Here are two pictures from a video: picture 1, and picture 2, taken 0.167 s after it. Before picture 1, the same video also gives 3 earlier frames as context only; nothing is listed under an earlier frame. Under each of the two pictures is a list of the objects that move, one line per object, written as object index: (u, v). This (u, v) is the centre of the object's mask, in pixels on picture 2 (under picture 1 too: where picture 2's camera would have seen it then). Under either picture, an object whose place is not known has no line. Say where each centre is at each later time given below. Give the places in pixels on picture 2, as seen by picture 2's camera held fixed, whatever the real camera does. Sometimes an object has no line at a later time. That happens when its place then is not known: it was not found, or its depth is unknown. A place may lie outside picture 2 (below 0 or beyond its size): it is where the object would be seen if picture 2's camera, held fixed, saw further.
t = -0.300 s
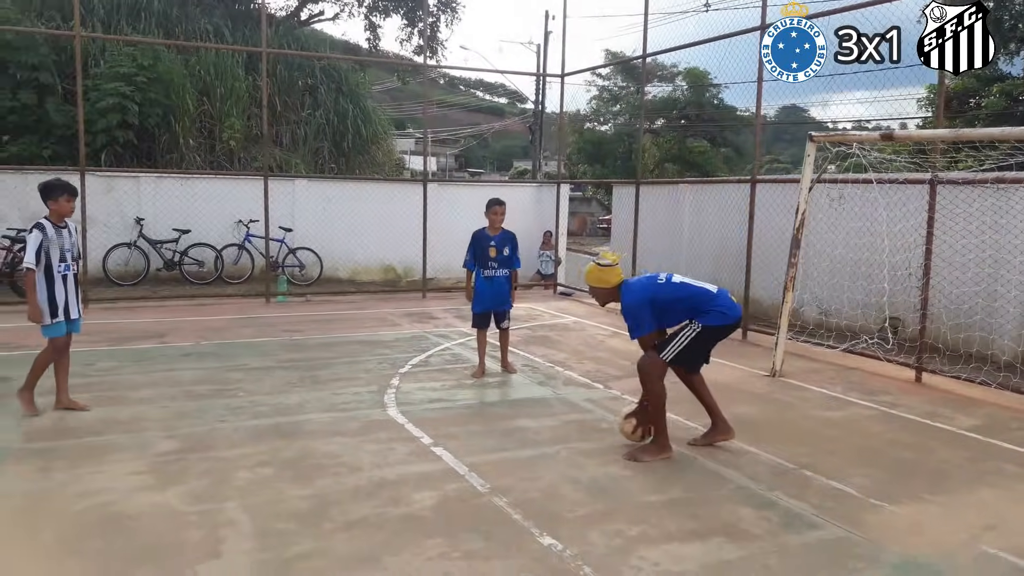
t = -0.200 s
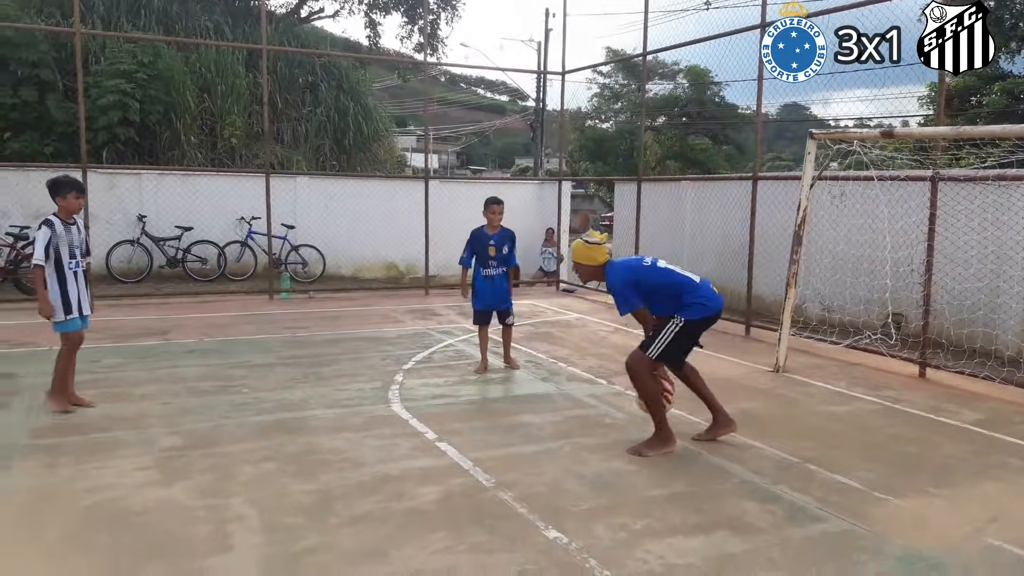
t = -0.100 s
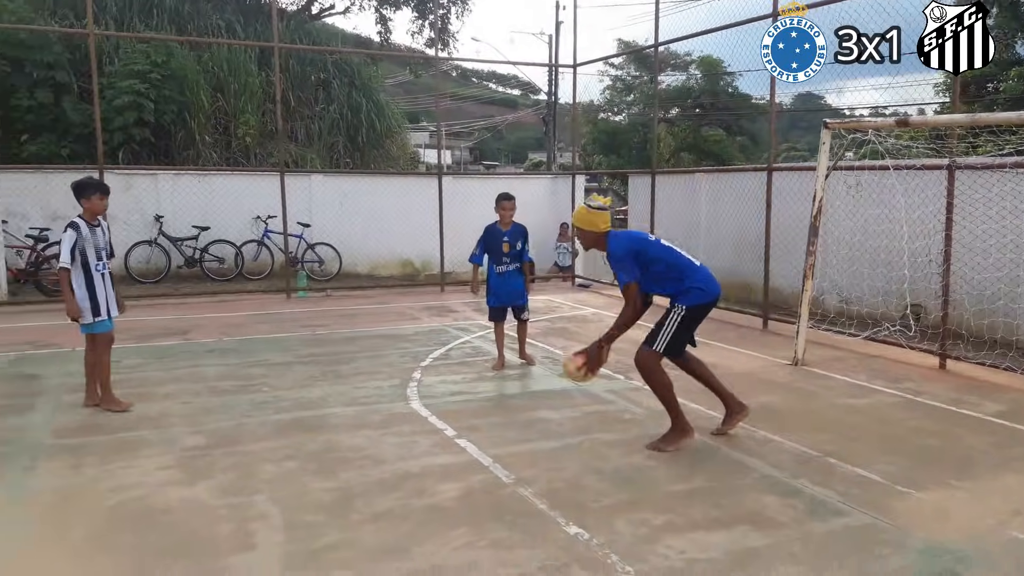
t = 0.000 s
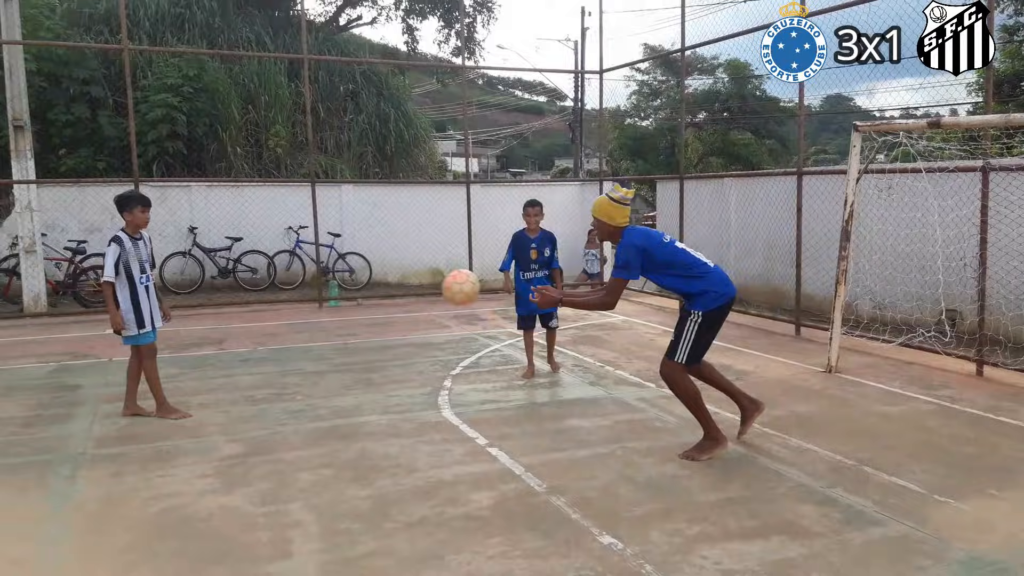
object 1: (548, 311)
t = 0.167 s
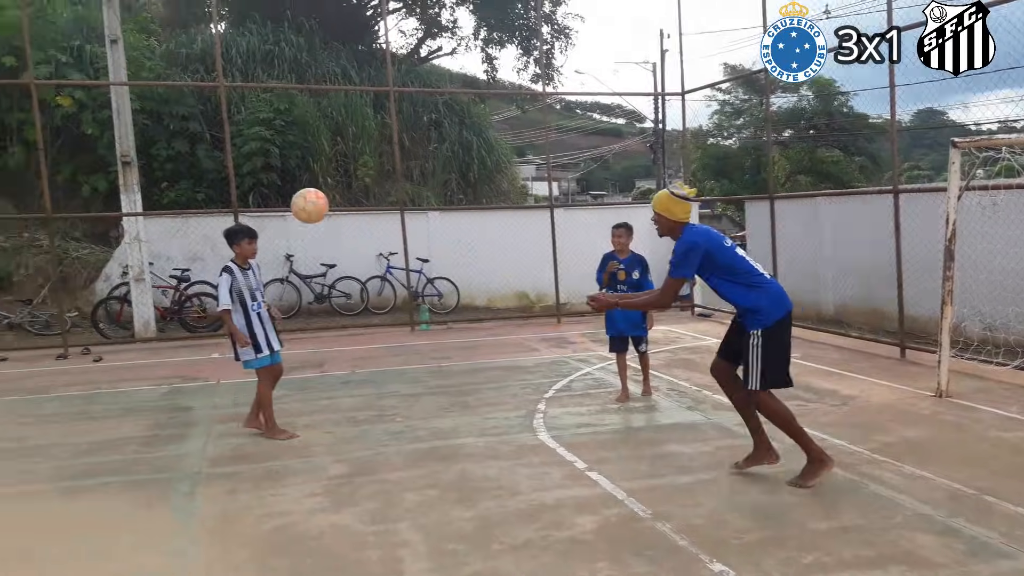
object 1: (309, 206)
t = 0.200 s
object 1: (262, 192)
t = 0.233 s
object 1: (217, 180)
